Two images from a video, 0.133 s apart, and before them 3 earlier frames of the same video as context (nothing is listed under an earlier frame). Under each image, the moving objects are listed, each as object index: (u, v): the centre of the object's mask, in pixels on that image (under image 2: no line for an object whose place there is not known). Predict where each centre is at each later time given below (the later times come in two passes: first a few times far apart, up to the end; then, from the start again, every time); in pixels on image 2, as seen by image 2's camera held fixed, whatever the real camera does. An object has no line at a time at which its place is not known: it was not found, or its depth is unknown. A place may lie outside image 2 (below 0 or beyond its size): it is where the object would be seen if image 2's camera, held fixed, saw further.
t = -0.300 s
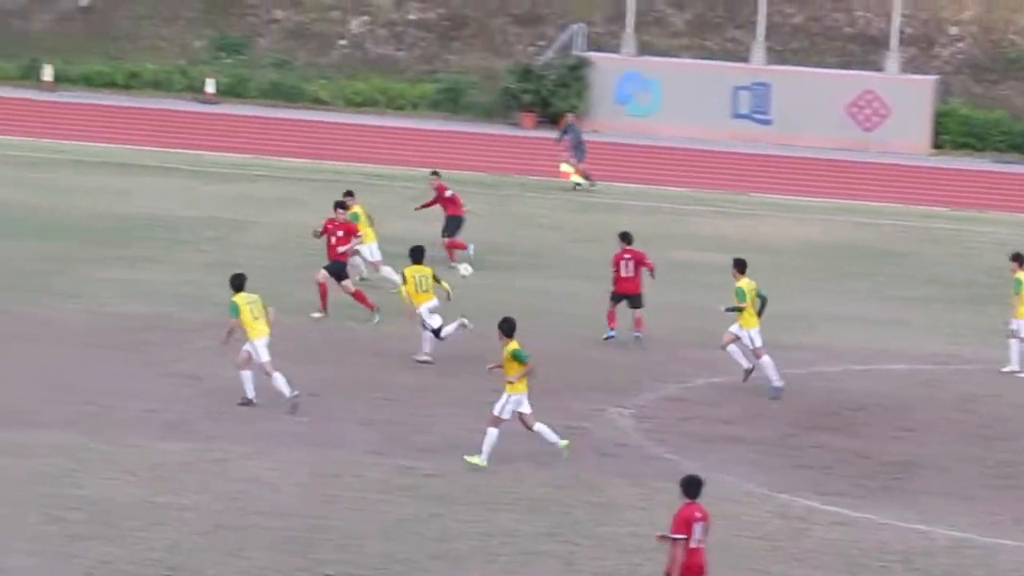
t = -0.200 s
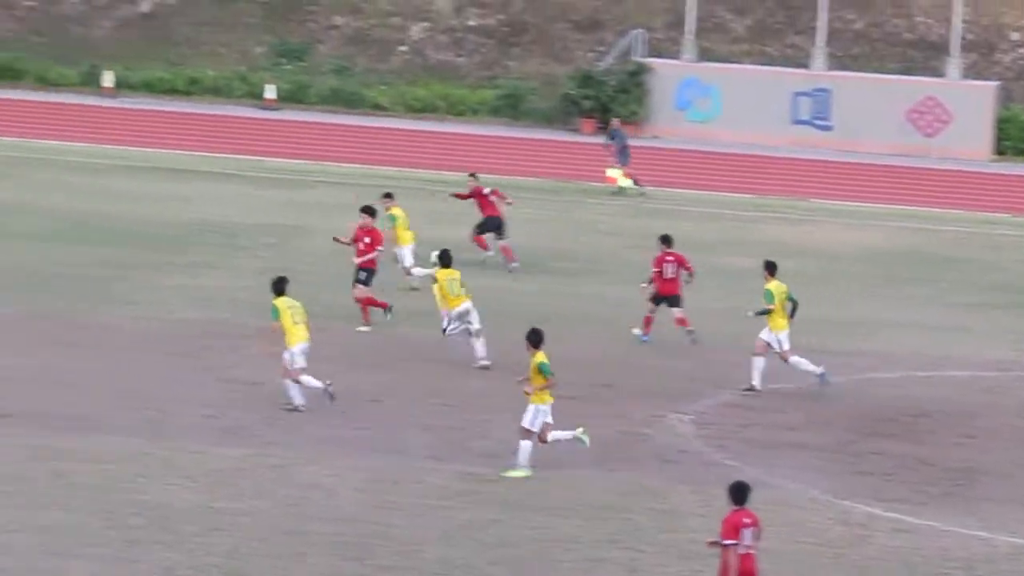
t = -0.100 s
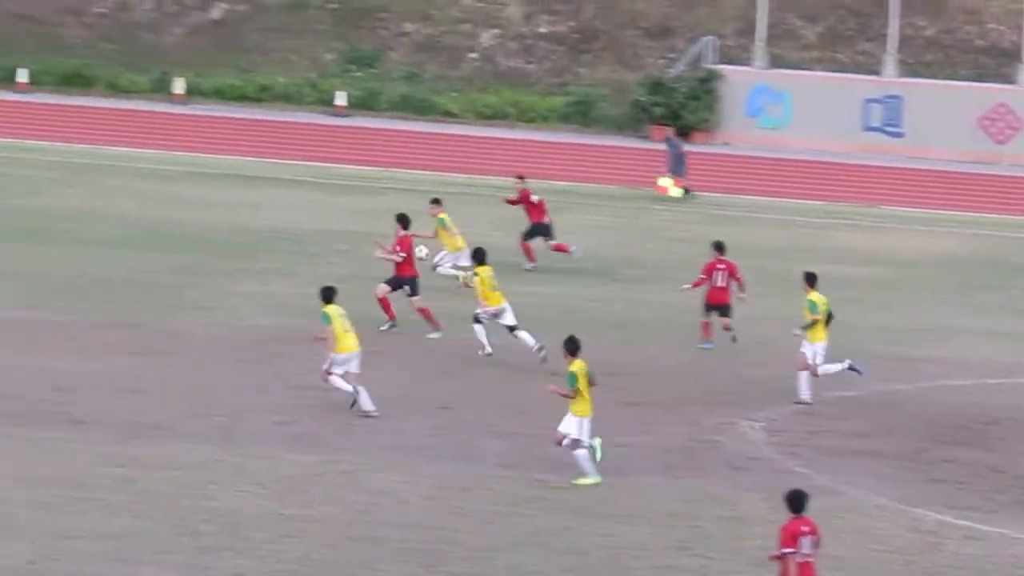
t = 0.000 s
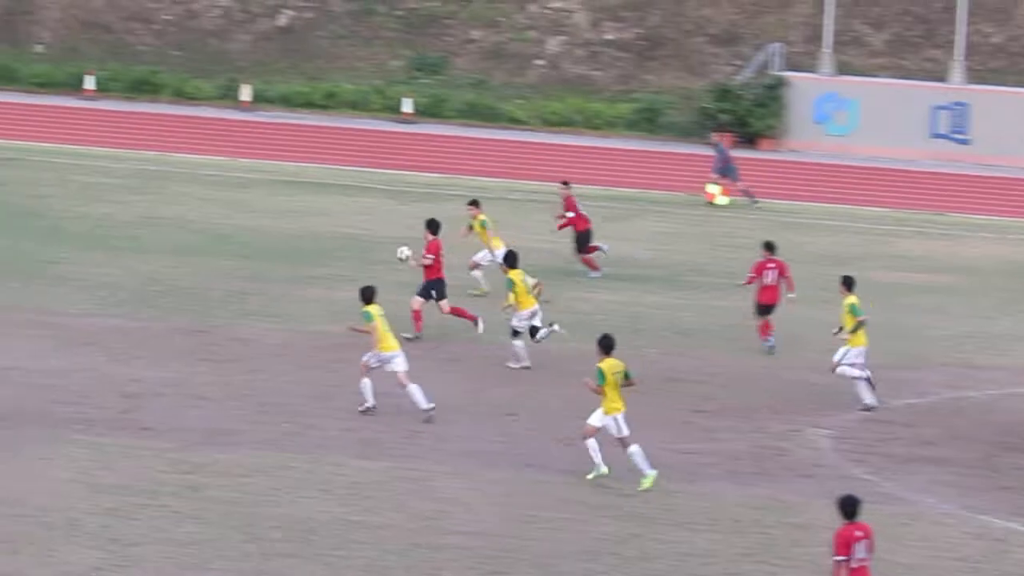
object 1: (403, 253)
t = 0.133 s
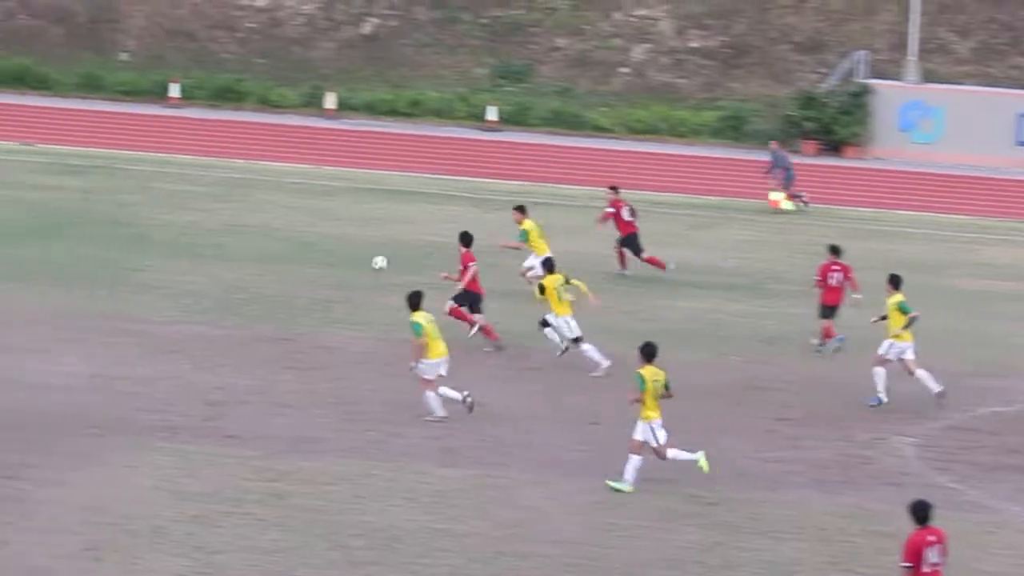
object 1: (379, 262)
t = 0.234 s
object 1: (301, 271)
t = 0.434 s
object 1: (162, 283)
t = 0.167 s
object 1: (352, 265)
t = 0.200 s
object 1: (327, 267)
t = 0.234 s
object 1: (301, 271)
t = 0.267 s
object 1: (275, 274)
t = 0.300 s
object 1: (250, 279)
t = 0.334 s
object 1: (225, 284)
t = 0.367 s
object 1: (200, 290)
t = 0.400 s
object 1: (177, 292)
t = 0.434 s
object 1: (162, 283)
